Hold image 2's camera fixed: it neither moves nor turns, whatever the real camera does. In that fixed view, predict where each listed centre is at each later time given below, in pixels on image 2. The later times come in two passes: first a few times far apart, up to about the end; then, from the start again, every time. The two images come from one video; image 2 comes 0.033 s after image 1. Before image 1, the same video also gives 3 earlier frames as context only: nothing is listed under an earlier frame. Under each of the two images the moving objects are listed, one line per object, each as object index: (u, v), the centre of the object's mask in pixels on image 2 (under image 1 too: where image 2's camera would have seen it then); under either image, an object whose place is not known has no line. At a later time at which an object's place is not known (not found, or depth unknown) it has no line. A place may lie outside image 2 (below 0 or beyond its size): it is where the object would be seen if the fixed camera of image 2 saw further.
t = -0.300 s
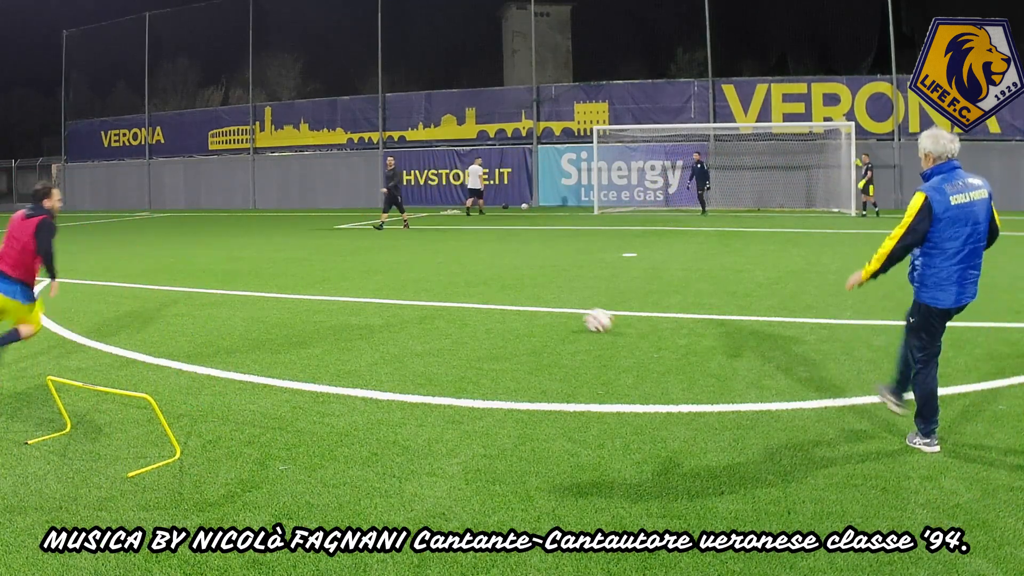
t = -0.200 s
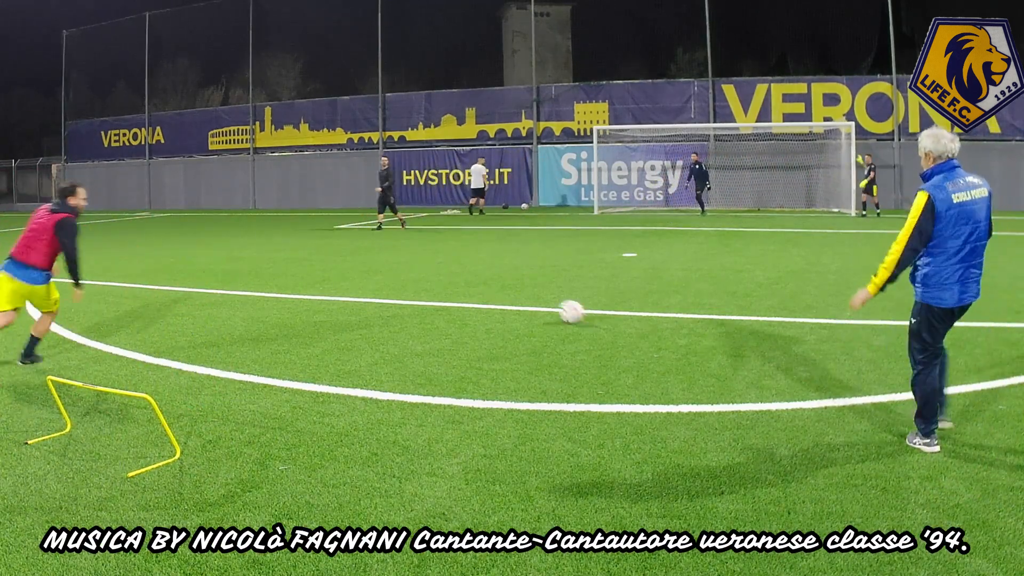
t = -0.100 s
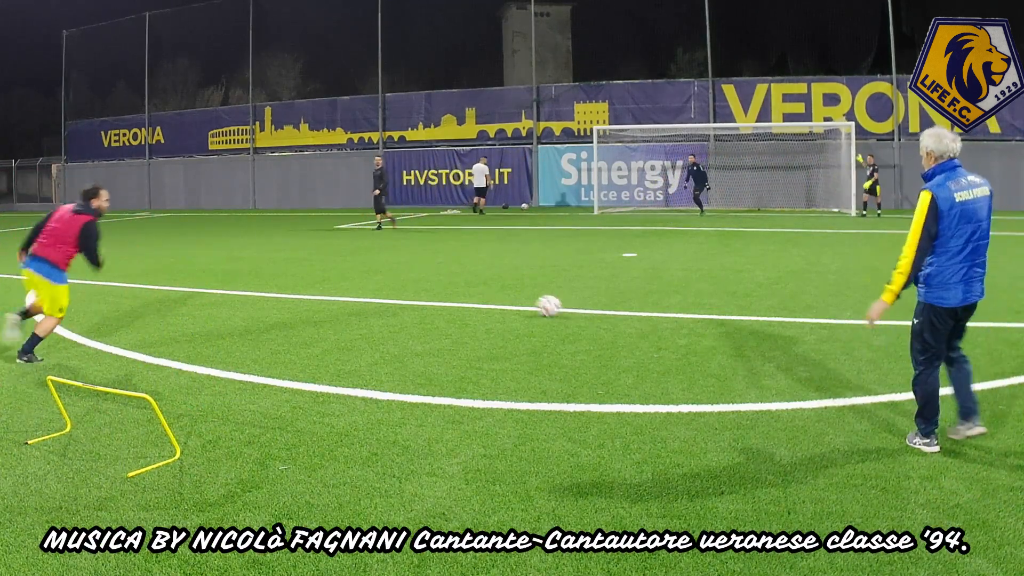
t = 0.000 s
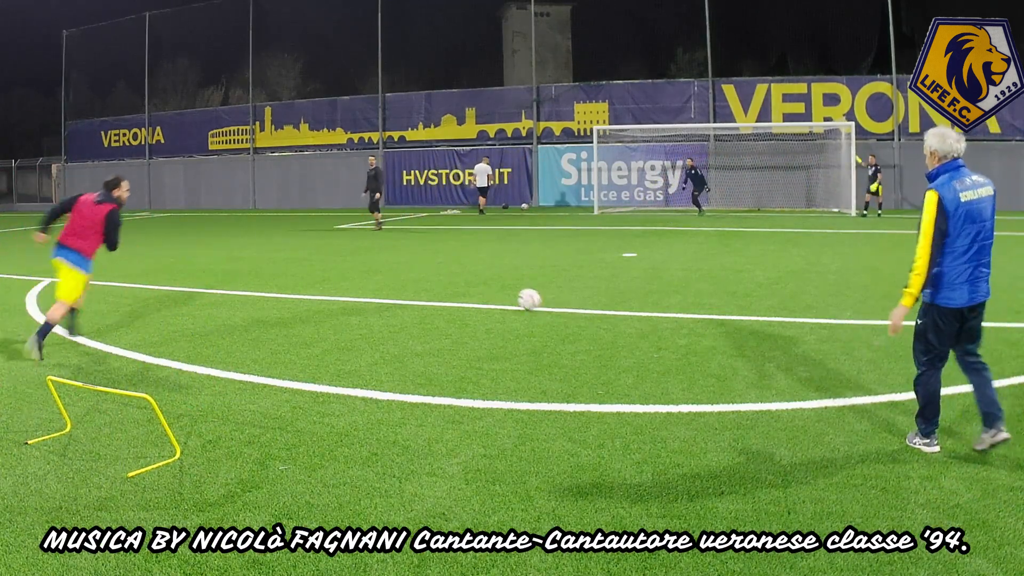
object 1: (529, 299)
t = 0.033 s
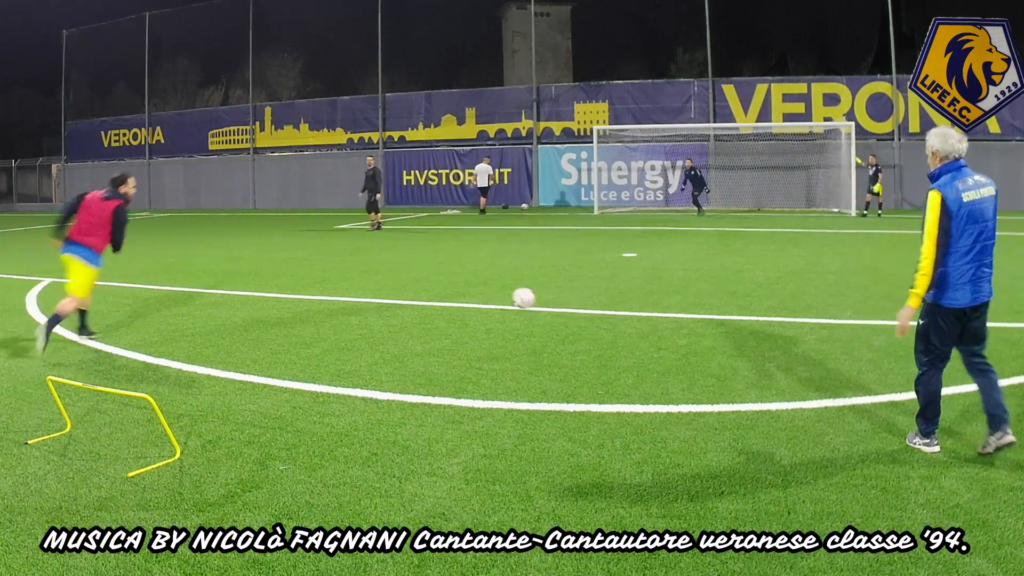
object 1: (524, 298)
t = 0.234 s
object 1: (493, 290)
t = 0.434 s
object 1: (468, 283)
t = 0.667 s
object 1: (444, 276)
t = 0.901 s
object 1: (424, 270)
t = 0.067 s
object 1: (518, 297)
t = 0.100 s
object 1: (512, 296)
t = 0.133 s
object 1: (507, 293)
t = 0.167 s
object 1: (502, 292)
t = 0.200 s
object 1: (498, 291)
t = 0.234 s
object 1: (493, 290)
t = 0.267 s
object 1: (489, 289)
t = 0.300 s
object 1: (484, 287)
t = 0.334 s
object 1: (480, 286)
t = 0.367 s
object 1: (476, 285)
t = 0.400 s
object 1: (472, 284)
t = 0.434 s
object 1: (468, 283)
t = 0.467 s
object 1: (464, 282)
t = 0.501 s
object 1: (460, 281)
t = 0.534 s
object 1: (457, 280)
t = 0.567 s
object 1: (454, 279)
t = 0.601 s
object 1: (450, 277)
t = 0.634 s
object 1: (447, 277)
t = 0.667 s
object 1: (444, 276)
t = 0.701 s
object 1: (440, 275)
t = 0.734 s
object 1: (438, 274)
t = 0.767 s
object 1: (435, 273)
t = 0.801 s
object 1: (432, 272)
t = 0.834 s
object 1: (429, 272)
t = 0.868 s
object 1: (427, 271)
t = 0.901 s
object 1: (424, 270)
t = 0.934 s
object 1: (421, 269)
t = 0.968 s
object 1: (419, 268)
